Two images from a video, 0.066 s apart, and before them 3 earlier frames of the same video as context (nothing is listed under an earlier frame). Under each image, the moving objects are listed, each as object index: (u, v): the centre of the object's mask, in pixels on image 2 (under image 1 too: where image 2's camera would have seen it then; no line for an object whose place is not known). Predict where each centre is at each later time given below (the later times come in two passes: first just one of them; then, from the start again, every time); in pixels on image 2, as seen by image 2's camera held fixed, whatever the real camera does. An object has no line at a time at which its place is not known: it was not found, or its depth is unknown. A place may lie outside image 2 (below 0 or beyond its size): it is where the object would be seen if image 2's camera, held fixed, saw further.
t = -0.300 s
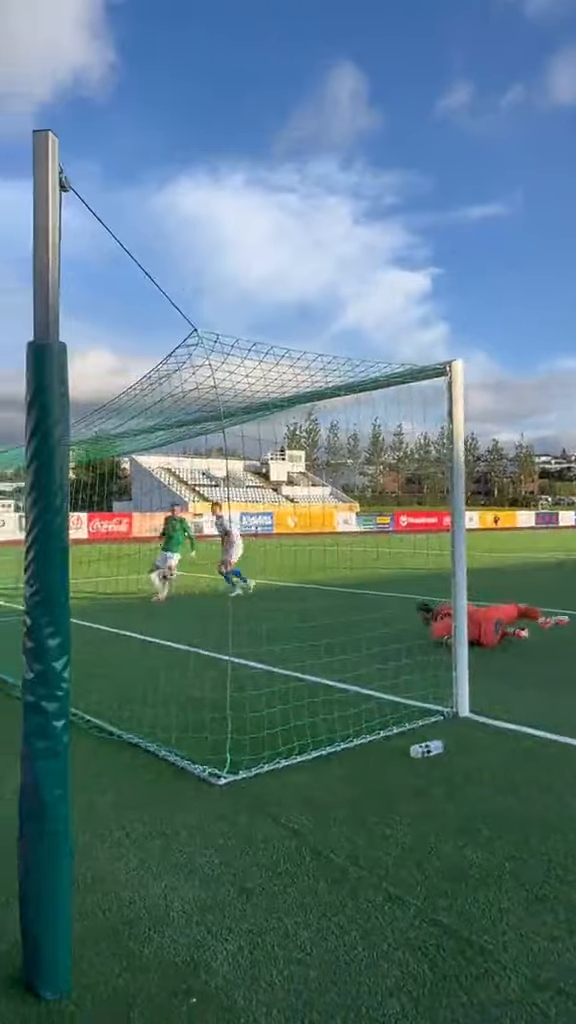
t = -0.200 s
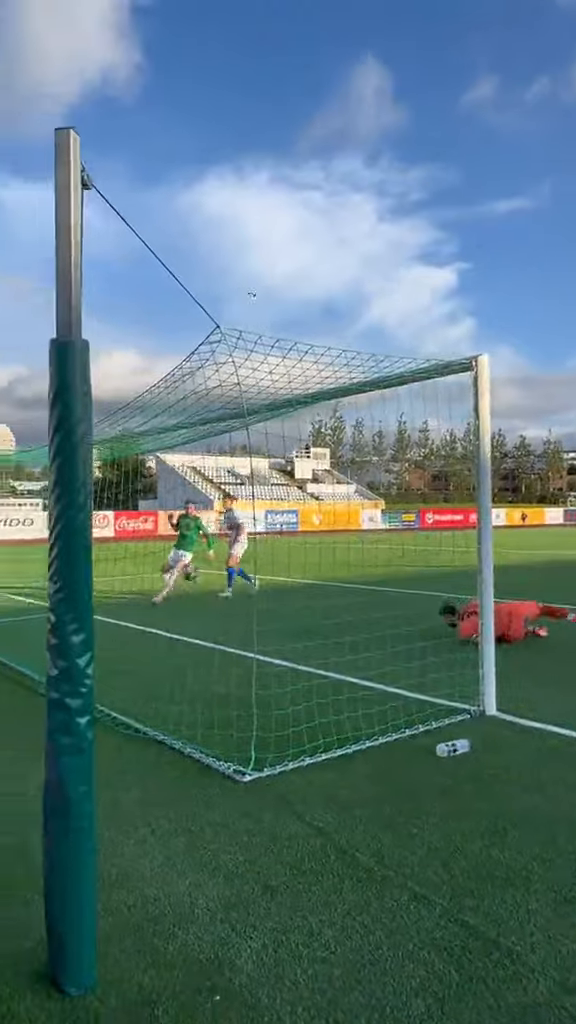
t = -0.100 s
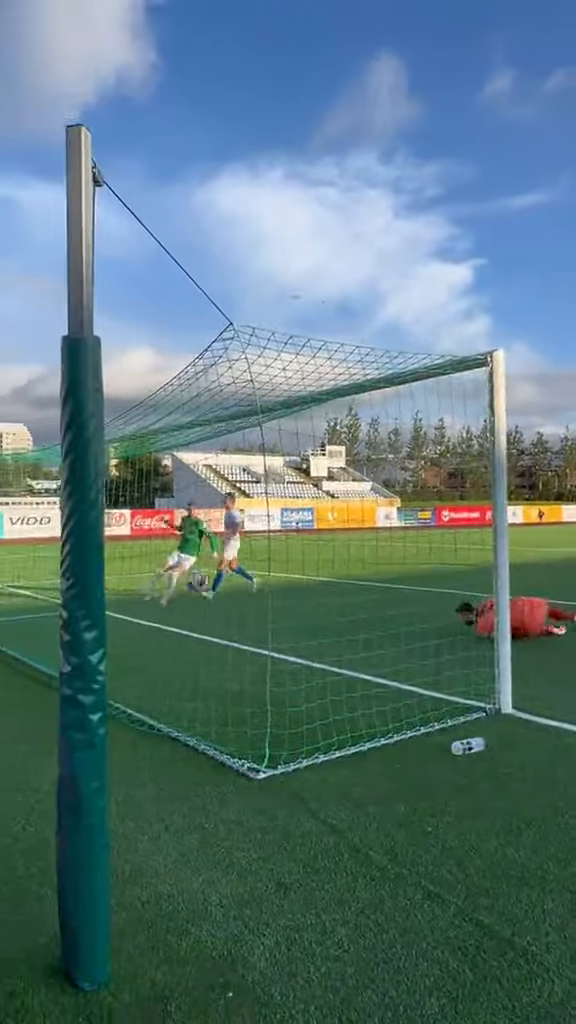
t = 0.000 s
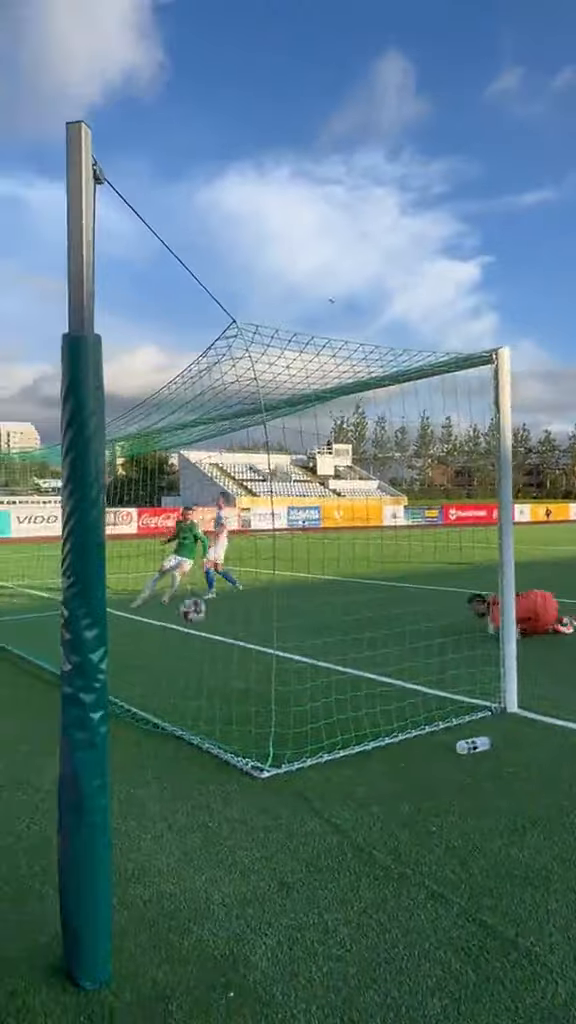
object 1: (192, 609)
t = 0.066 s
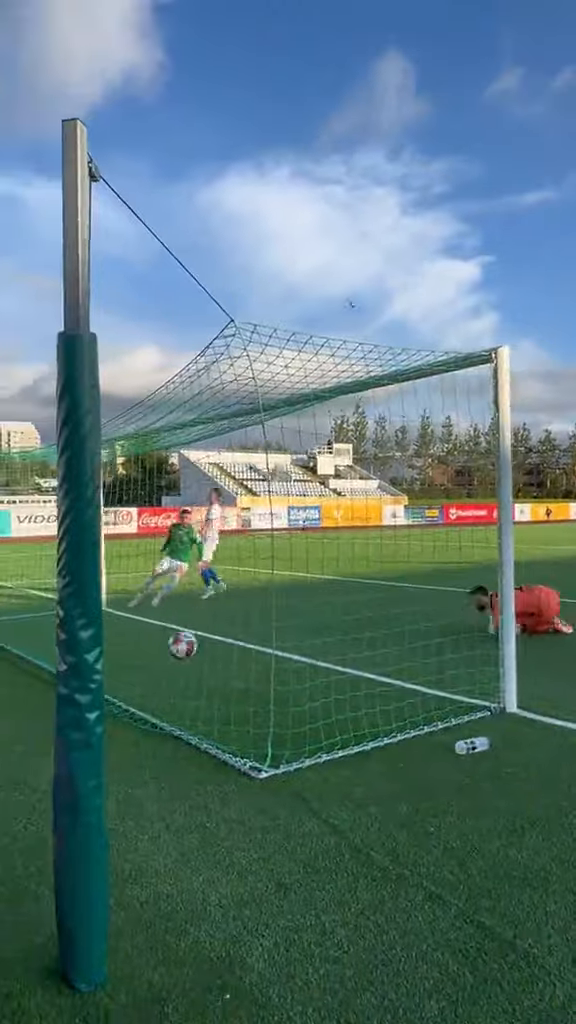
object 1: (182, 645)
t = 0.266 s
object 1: (167, 710)
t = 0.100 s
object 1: (177, 669)
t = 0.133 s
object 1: (171, 697)
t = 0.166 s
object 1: (164, 732)
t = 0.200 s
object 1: (162, 731)
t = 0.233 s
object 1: (163, 723)
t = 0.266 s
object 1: (167, 710)
